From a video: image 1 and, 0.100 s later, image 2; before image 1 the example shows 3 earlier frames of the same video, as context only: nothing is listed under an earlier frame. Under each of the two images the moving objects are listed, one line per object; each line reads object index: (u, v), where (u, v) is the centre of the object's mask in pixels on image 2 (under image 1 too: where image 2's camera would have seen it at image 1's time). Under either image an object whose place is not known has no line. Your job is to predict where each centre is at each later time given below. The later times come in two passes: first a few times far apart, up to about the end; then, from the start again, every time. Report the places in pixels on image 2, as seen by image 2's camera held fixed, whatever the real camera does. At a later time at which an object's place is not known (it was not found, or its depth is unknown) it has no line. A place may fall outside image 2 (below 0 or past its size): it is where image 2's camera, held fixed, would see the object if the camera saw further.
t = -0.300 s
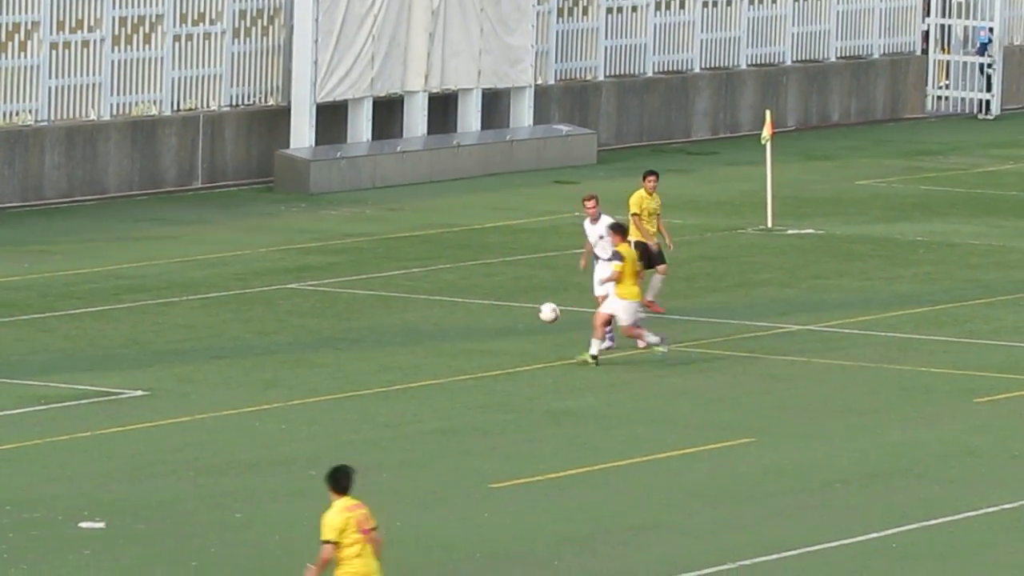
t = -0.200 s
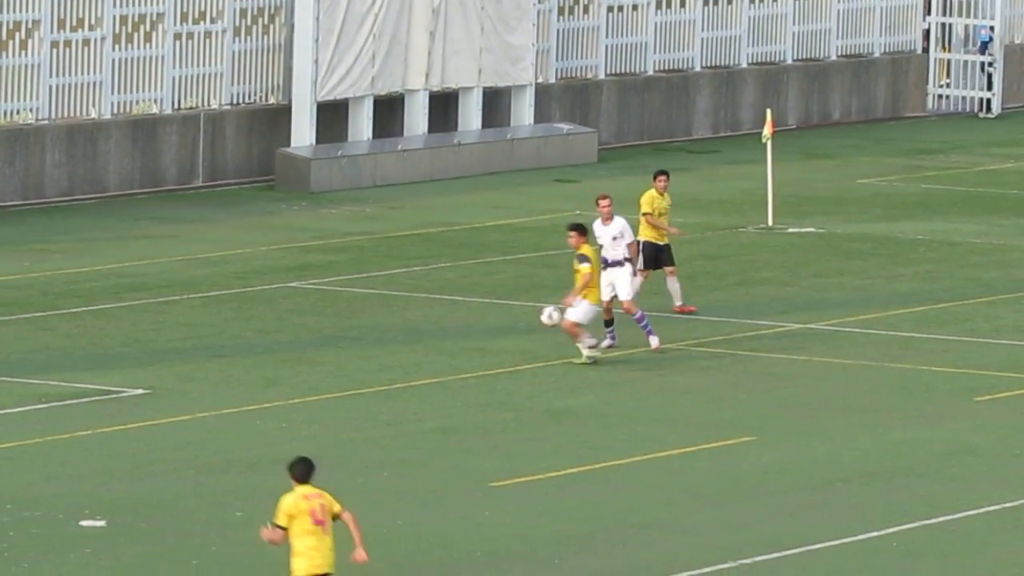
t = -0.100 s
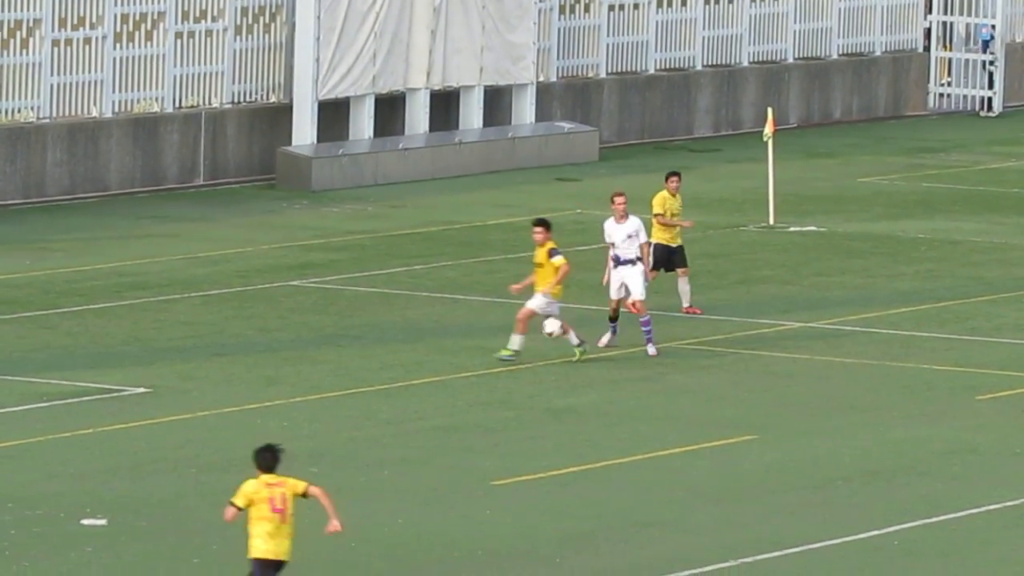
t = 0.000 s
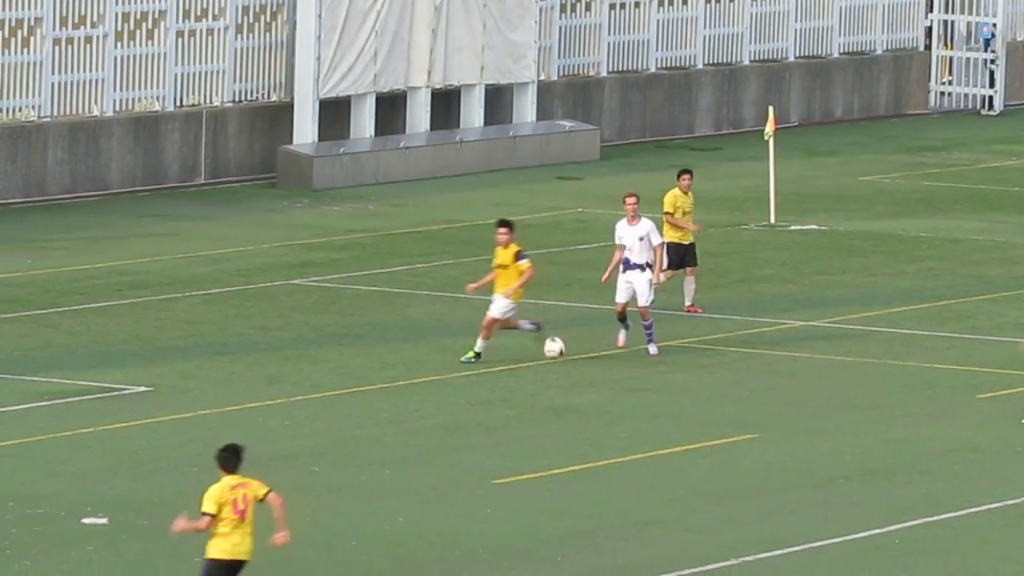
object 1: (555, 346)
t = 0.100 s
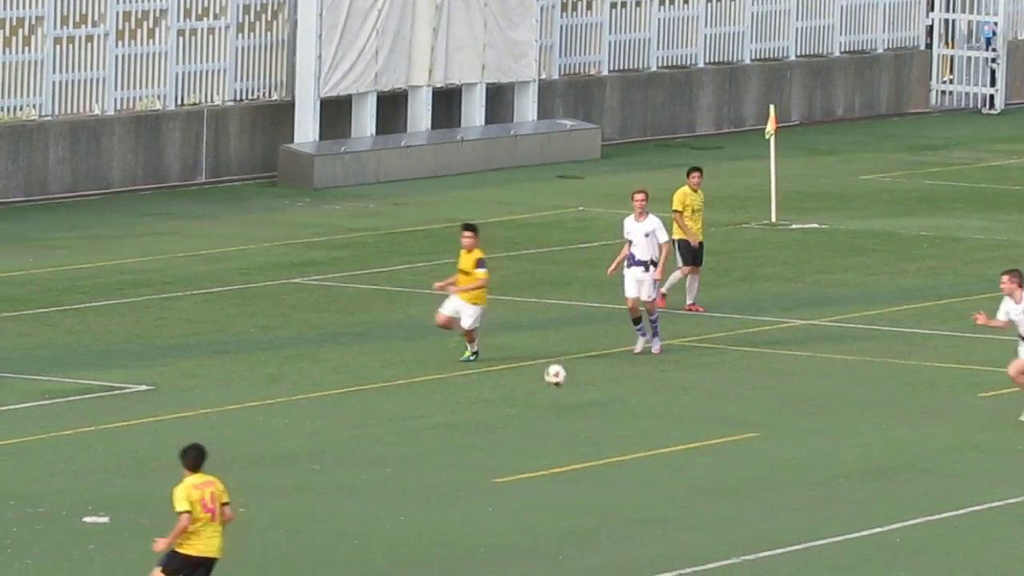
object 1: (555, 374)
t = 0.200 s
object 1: (555, 404)
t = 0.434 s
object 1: (547, 392)
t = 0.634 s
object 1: (538, 427)
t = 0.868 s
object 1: (523, 425)
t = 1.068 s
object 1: (508, 444)
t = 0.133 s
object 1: (555, 386)
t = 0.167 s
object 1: (555, 400)
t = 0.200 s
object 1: (555, 404)
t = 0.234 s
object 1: (554, 399)
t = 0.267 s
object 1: (553, 395)
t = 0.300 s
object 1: (552, 392)
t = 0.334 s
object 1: (551, 390)
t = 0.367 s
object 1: (550, 390)
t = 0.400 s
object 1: (549, 390)
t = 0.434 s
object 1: (547, 392)
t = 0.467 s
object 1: (546, 395)
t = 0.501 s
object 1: (545, 399)
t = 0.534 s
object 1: (543, 404)
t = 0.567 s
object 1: (541, 410)
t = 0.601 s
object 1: (540, 418)
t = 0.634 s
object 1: (538, 427)
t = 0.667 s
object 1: (537, 436)
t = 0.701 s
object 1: (534, 441)
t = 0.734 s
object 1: (532, 436)
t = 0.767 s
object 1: (530, 432)
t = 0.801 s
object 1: (528, 428)
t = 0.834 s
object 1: (526, 426)
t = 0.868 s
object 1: (523, 425)
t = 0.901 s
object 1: (521, 426)
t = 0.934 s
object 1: (518, 427)
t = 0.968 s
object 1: (516, 429)
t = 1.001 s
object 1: (512, 432)
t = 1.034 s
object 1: (511, 438)
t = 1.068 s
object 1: (508, 444)
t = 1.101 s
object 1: (505, 451)
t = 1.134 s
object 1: (503, 459)
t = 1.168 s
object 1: (500, 465)
